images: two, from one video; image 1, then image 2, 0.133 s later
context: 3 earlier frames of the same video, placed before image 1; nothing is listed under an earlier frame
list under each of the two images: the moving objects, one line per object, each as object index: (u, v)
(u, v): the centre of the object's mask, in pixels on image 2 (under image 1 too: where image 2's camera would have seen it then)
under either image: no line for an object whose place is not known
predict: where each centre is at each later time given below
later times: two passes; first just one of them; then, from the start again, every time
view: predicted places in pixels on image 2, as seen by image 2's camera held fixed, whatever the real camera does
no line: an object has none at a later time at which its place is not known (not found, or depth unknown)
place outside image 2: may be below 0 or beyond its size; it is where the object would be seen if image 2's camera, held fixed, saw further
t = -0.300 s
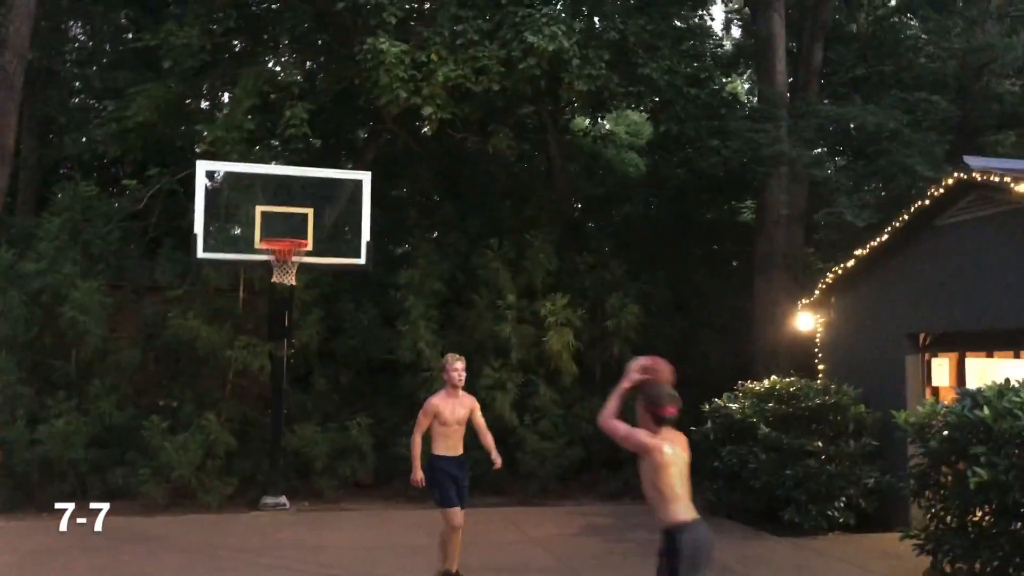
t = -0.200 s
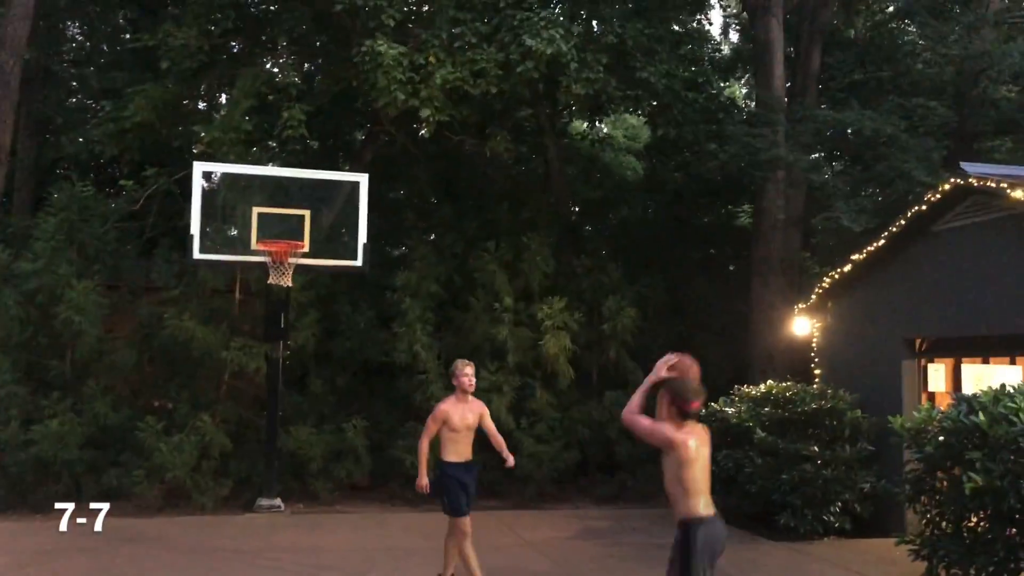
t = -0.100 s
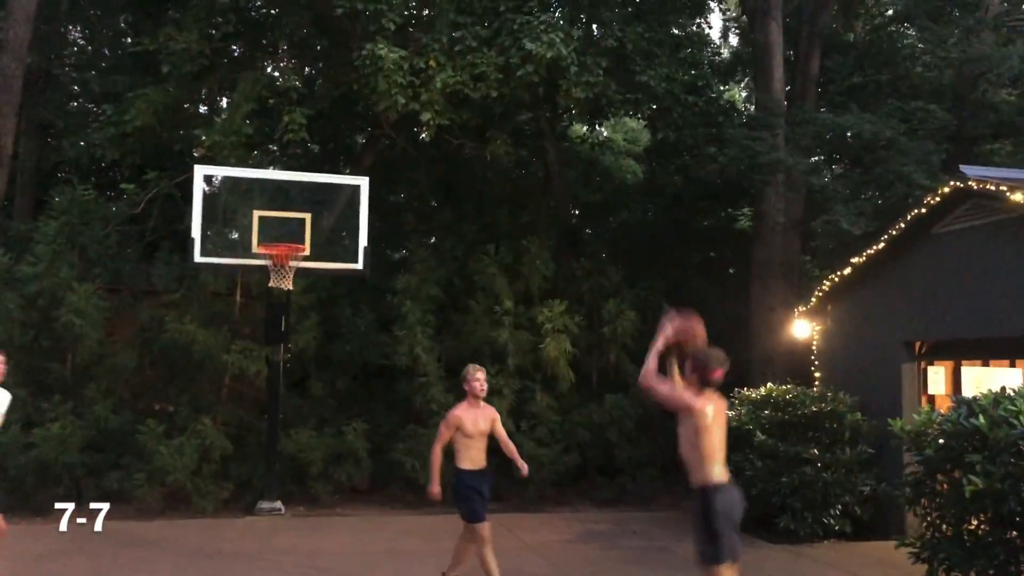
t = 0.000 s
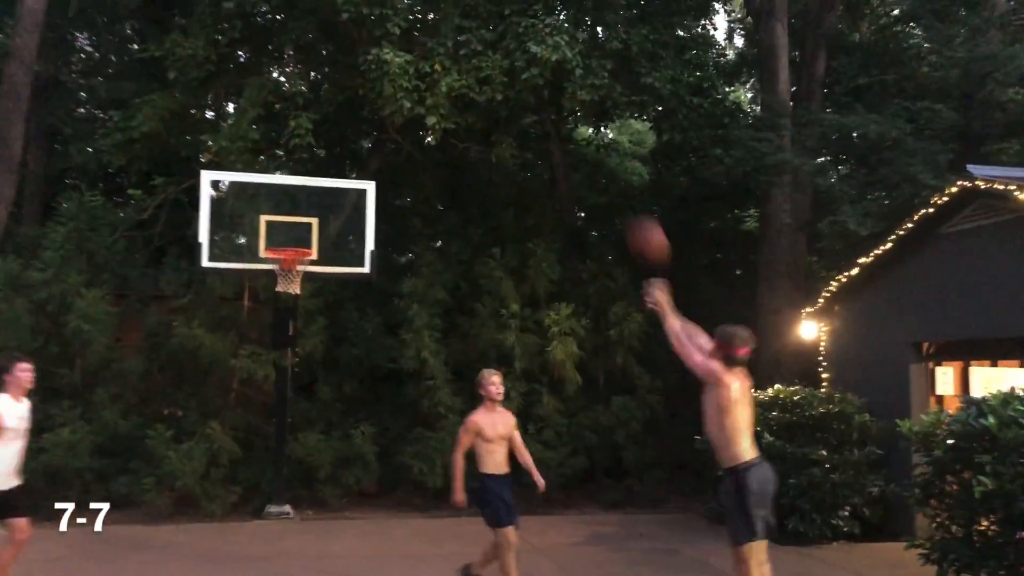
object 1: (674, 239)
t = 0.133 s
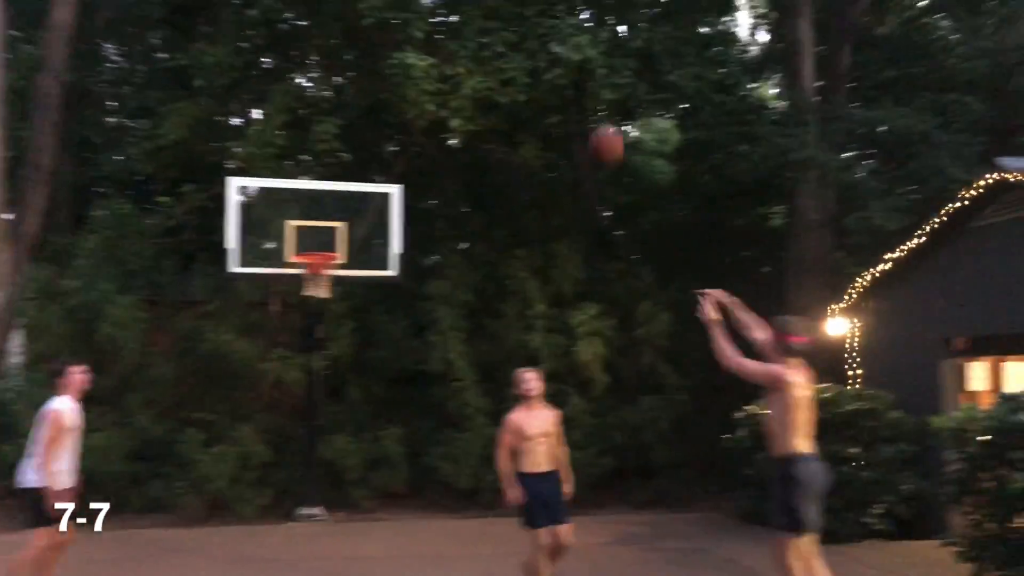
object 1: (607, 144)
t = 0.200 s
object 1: (579, 113)
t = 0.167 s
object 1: (592, 128)
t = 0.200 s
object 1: (579, 113)
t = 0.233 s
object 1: (566, 101)
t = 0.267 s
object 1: (554, 91)
